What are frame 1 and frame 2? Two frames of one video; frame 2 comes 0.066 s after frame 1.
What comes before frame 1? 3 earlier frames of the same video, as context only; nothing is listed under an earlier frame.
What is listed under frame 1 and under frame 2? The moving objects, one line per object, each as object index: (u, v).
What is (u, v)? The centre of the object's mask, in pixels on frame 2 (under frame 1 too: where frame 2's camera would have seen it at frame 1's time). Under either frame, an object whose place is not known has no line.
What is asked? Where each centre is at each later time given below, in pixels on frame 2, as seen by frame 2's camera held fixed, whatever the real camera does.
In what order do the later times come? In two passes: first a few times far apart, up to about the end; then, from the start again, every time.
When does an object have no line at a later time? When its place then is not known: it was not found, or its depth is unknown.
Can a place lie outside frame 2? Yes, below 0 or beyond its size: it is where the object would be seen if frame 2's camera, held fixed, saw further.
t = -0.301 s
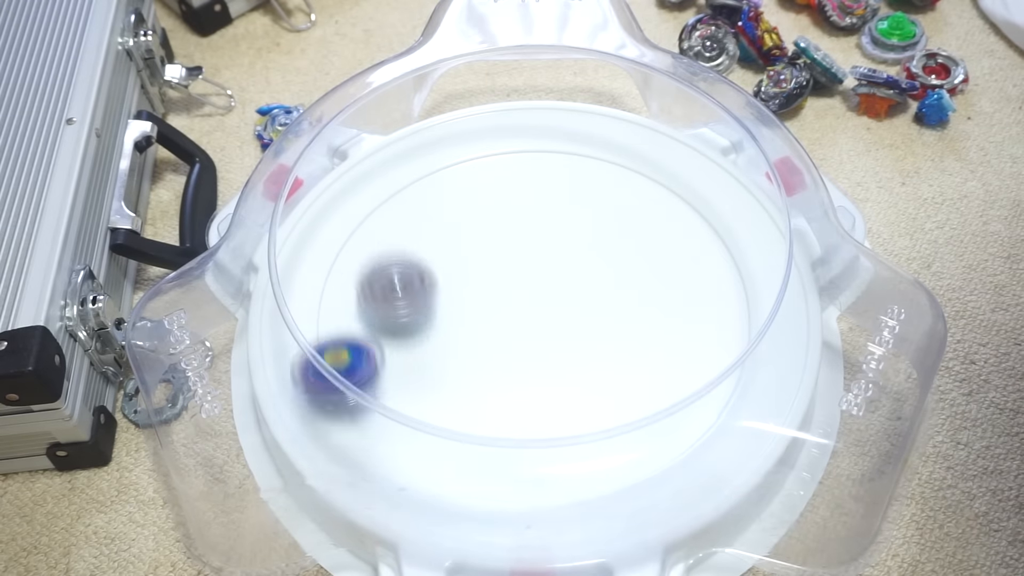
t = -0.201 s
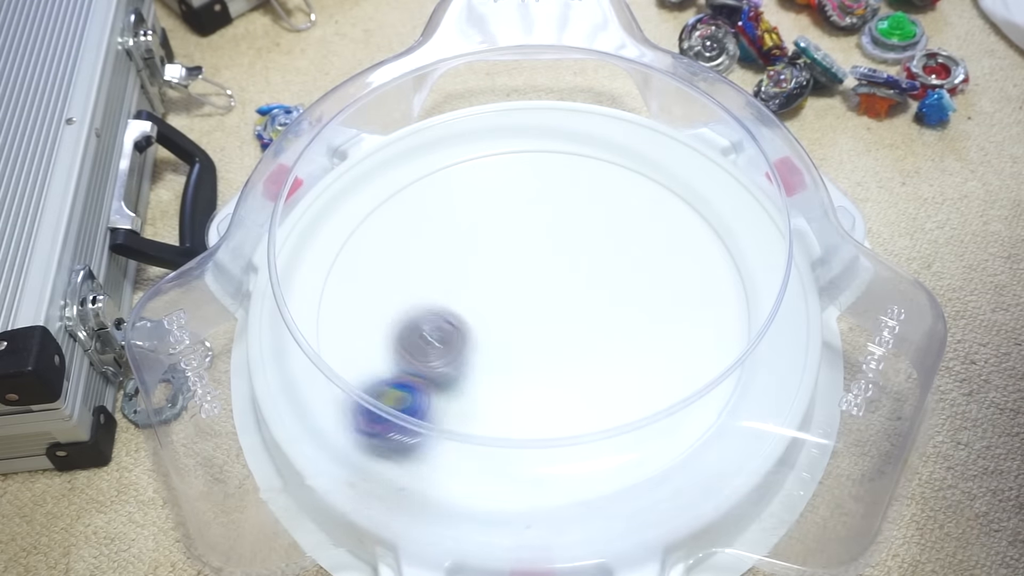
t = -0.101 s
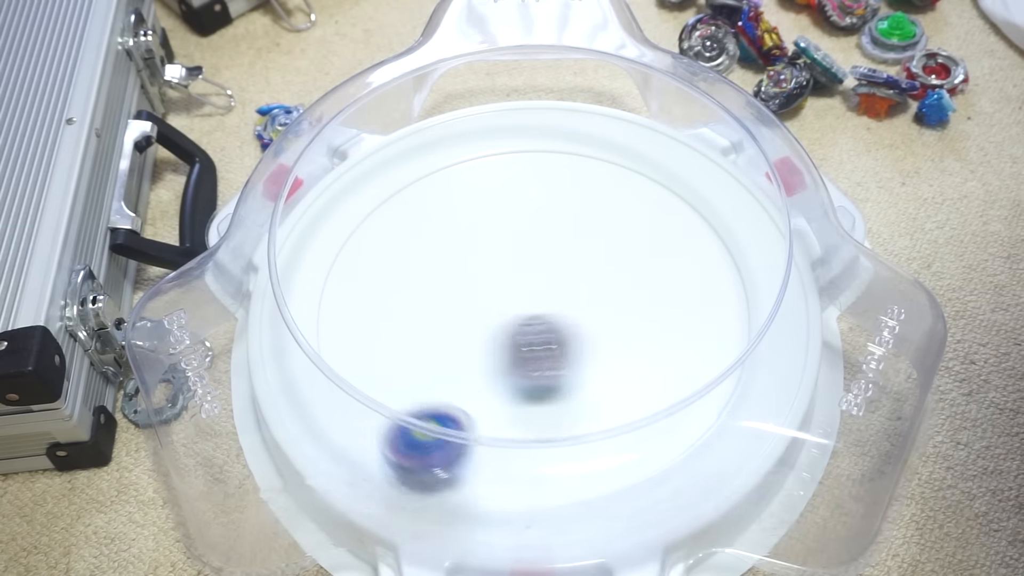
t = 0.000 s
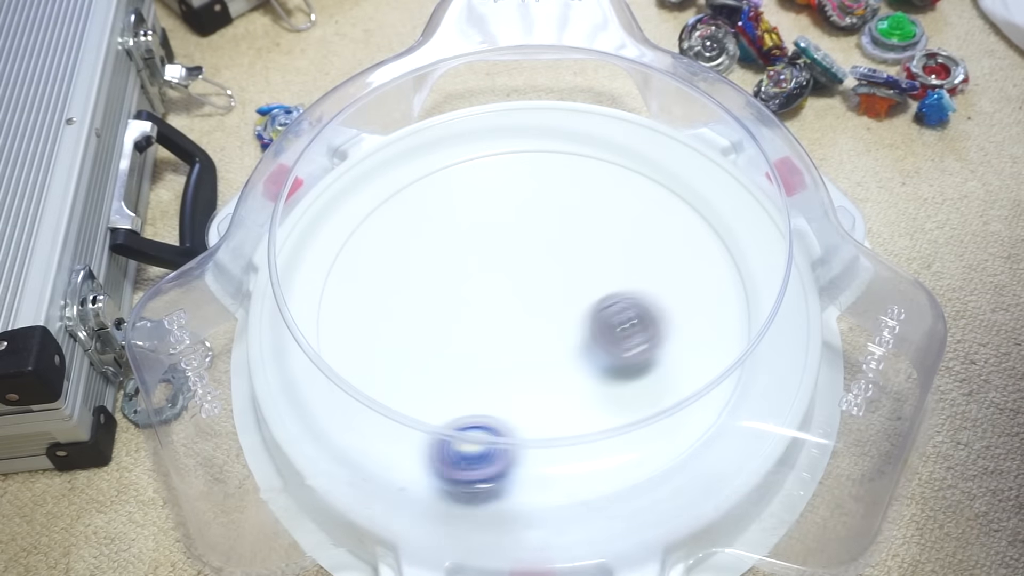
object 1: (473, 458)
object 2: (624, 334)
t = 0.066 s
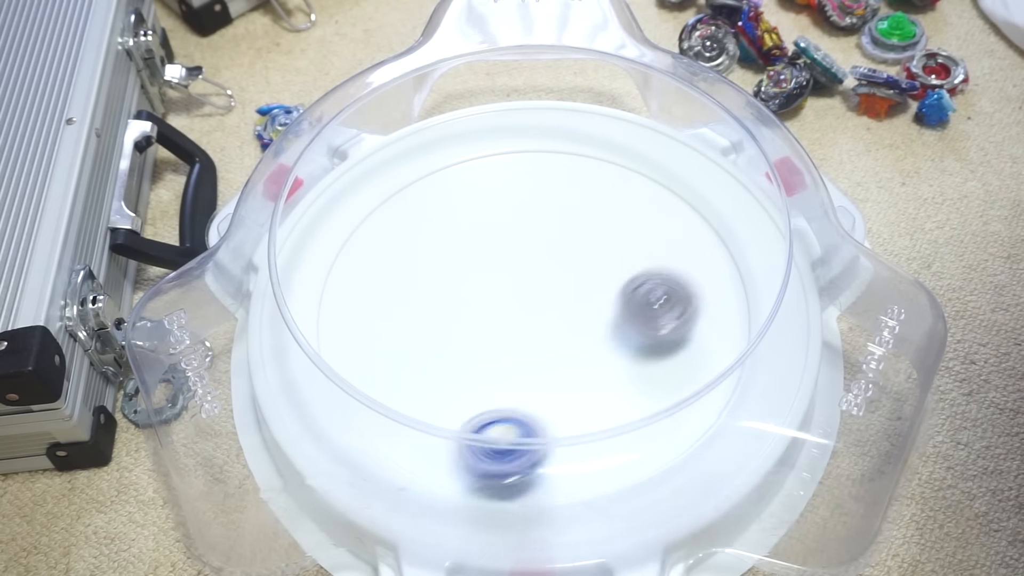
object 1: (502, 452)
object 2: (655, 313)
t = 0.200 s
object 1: (530, 403)
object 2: (666, 265)
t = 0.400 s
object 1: (486, 299)
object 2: (592, 223)
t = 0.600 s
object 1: (431, 212)
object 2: (523, 264)
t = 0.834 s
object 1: (420, 232)
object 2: (515, 325)
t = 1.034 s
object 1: (469, 300)
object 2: (535, 353)
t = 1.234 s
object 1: (490, 289)
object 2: (596, 366)
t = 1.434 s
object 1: (510, 247)
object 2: (606, 348)
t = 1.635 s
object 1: (513, 215)
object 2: (576, 320)
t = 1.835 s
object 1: (504, 220)
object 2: (517, 307)
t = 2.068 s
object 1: (512, 233)
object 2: (460, 323)
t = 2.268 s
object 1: (540, 248)
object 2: (446, 335)
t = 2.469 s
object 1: (578, 258)
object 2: (457, 334)
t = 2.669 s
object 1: (604, 255)
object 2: (479, 320)
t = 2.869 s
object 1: (608, 250)
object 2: (502, 294)
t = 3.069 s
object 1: (604, 253)
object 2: (518, 269)
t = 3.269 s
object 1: (613, 265)
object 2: (516, 250)
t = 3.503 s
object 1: (619, 278)
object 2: (519, 257)
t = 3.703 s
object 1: (620, 286)
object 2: (525, 272)
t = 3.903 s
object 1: (635, 285)
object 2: (517, 292)
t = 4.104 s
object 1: (630, 269)
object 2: (481, 316)
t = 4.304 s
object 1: (589, 271)
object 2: (460, 336)
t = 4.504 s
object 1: (559, 318)
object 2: (454, 348)
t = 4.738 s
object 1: (640, 324)
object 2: (451, 350)
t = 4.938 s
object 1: (621, 249)
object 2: (466, 339)
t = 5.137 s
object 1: (464, 239)
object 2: (485, 328)
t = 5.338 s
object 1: (382, 185)
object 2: (517, 396)
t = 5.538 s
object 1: (394, 288)
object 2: (565, 374)
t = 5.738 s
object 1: (533, 375)
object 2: (596, 328)
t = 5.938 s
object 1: (634, 337)
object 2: (602, 253)
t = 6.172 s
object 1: (651, 234)
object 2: (553, 189)
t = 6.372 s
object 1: (617, 264)
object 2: (458, 164)
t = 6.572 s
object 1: (545, 328)
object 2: (450, 228)
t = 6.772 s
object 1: (542, 372)
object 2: (493, 282)
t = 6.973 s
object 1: (602, 365)
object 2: (546, 308)
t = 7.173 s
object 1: (649, 326)
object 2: (560, 294)
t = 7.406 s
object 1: (619, 292)
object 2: (504, 281)
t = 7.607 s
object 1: (563, 326)
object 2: (450, 286)
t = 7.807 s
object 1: (582, 351)
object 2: (429, 294)
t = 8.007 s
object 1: (577, 305)
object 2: (437, 303)
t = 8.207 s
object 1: (558, 263)
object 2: (404, 315)
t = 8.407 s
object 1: (543, 248)
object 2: (409, 332)
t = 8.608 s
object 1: (545, 286)
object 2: (427, 340)
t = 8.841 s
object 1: (671, 240)
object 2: (406, 358)
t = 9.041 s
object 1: (653, 207)
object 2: (449, 345)
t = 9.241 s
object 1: (562, 263)
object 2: (490, 323)
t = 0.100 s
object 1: (513, 444)
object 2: (665, 301)
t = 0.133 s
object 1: (522, 433)
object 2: (670, 289)
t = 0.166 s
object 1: (528, 413)
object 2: (670, 277)
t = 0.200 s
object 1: (530, 403)
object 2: (666, 265)
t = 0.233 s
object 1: (528, 392)
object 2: (659, 253)
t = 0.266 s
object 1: (523, 375)
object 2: (650, 242)
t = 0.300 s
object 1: (516, 356)
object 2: (638, 233)
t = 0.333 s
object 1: (507, 338)
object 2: (625, 225)
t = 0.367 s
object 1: (497, 318)
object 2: (608, 222)
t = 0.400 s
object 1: (486, 299)
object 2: (592, 223)
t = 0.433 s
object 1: (476, 280)
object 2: (577, 226)
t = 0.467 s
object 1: (465, 263)
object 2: (563, 231)
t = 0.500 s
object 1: (457, 245)
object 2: (550, 237)
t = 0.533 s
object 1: (447, 232)
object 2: (539, 244)
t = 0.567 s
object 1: (439, 220)
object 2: (529, 253)
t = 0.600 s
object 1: (431, 212)
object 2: (523, 264)
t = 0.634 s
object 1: (426, 206)
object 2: (518, 274)
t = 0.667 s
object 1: (421, 204)
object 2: (516, 284)
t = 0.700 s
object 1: (418, 204)
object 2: (514, 294)
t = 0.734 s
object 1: (416, 208)
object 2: (513, 303)
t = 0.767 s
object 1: (415, 214)
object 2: (513, 311)
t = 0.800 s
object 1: (417, 222)
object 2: (514, 319)
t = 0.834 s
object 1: (420, 232)
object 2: (515, 325)
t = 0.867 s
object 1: (425, 243)
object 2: (517, 331)
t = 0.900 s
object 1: (432, 256)
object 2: (519, 337)
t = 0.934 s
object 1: (440, 269)
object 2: (522, 341)
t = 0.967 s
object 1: (449, 281)
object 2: (525, 345)
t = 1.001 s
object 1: (460, 293)
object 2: (529, 348)
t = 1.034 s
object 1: (469, 300)
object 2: (535, 353)
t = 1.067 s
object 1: (471, 301)
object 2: (549, 360)
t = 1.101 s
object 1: (474, 301)
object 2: (561, 364)
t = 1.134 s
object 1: (478, 299)
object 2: (572, 366)
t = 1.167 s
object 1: (482, 297)
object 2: (581, 367)
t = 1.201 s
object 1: (486, 294)
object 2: (589, 367)
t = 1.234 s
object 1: (490, 289)
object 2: (596, 366)
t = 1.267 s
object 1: (494, 283)
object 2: (601, 364)
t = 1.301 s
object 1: (498, 276)
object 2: (605, 361)
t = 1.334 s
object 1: (501, 269)
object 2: (607, 358)
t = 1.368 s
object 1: (504, 262)
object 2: (609, 354)
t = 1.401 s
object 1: (507, 254)
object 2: (607, 353)
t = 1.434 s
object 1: (510, 247)
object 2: (606, 348)
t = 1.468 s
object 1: (511, 240)
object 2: (604, 343)
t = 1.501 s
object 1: (512, 233)
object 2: (601, 338)
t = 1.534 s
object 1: (513, 227)
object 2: (596, 333)
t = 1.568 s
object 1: (514, 222)
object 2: (590, 328)
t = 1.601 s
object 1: (513, 218)
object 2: (584, 324)
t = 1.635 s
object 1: (513, 215)
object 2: (576, 320)
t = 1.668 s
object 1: (511, 213)
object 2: (567, 317)
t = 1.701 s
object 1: (510, 213)
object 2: (558, 314)
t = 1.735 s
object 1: (509, 213)
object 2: (548, 312)
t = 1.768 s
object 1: (507, 214)
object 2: (538, 310)
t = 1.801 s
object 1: (506, 216)
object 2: (528, 308)
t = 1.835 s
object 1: (504, 220)
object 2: (517, 307)
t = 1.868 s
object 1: (503, 224)
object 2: (507, 306)
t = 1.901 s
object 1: (503, 228)
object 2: (497, 306)
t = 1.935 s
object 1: (503, 228)
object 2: (487, 311)
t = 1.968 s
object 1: (505, 228)
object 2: (479, 314)
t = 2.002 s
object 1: (506, 229)
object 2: (472, 317)
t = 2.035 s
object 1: (509, 230)
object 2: (466, 320)
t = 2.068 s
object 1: (512, 233)
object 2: (460, 323)
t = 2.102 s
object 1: (515, 235)
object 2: (456, 325)
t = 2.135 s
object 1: (519, 237)
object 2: (452, 327)
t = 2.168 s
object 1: (524, 240)
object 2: (449, 330)
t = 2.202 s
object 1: (529, 243)
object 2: (447, 332)
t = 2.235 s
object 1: (534, 246)
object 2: (446, 334)
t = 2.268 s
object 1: (540, 248)
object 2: (446, 335)
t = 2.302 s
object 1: (546, 251)
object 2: (447, 336)
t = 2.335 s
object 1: (553, 253)
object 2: (448, 336)
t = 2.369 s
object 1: (559, 255)
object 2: (450, 336)
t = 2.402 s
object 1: (565, 257)
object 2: (451, 336)
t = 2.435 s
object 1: (572, 257)
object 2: (454, 335)
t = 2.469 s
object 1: (578, 258)
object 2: (457, 334)
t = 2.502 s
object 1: (584, 258)
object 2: (460, 333)
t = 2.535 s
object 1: (589, 258)
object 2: (463, 331)
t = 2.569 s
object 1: (594, 258)
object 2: (467, 329)
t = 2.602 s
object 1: (598, 257)
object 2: (471, 327)
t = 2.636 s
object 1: (601, 256)
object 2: (475, 323)
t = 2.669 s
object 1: (604, 255)
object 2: (479, 320)
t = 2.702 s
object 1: (606, 254)
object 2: (482, 316)
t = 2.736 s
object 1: (607, 253)
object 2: (486, 312)
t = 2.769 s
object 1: (608, 252)
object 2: (490, 308)
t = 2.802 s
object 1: (609, 251)
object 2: (494, 304)
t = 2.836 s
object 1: (609, 250)
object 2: (498, 299)
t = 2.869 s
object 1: (608, 250)
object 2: (502, 294)
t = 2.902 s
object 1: (608, 249)
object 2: (505, 290)
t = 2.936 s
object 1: (607, 249)
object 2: (509, 284)
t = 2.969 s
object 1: (606, 250)
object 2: (512, 281)
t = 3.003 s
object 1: (605, 251)
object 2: (514, 277)
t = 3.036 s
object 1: (605, 251)
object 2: (516, 273)
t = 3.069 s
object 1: (604, 253)
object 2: (518, 269)
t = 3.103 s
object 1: (605, 254)
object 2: (518, 264)
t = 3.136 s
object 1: (606, 257)
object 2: (518, 261)
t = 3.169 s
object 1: (608, 258)
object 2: (517, 258)
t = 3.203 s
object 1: (610, 260)
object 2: (517, 255)
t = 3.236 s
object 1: (611, 263)
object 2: (517, 252)
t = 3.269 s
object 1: (613, 265)
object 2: (516, 250)
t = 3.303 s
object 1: (614, 267)
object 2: (516, 249)
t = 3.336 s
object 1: (616, 269)
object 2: (516, 248)
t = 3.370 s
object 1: (617, 272)
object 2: (516, 249)
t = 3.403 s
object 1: (618, 274)
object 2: (516, 250)
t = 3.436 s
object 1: (619, 275)
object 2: (517, 252)
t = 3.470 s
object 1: (619, 277)
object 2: (518, 255)
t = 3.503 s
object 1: (619, 278)
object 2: (519, 257)
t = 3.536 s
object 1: (619, 280)
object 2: (521, 260)
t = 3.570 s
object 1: (618, 280)
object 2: (523, 263)
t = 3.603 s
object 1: (617, 281)
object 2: (525, 265)
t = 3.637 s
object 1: (615, 282)
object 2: (528, 269)
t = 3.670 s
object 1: (613, 282)
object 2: (530, 271)
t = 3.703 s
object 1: (620, 286)
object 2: (525, 272)
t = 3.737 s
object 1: (626, 287)
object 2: (520, 274)
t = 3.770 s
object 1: (632, 288)
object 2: (517, 276)
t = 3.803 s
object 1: (636, 289)
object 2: (516, 280)
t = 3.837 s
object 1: (638, 289)
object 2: (515, 284)
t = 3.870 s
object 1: (638, 287)
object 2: (516, 288)
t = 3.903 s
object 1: (635, 285)
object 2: (517, 292)
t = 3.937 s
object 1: (630, 283)
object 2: (519, 295)
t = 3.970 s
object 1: (622, 281)
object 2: (521, 299)
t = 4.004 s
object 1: (611, 279)
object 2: (523, 303)
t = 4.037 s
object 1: (616, 276)
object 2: (510, 307)
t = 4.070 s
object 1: (624, 273)
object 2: (494, 311)
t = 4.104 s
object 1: (630, 269)
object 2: (481, 316)
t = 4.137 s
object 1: (632, 267)
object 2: (472, 319)
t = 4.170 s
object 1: (629, 264)
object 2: (466, 323)
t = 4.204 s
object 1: (623, 263)
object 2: (462, 327)
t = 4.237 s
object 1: (614, 263)
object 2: (460, 330)
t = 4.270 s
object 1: (602, 266)
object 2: (459, 333)
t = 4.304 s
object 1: (589, 271)
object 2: (460, 336)
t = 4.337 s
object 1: (576, 277)
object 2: (461, 338)
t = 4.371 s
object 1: (565, 286)
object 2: (462, 340)
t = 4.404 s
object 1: (554, 295)
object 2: (465, 341)
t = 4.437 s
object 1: (547, 305)
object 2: (464, 343)
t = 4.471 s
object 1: (552, 313)
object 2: (458, 346)
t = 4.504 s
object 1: (559, 318)
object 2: (454, 348)
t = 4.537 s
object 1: (568, 326)
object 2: (451, 350)
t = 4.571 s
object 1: (578, 331)
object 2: (449, 350)
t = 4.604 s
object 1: (589, 334)
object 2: (449, 351)
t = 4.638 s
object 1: (602, 335)
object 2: (449, 351)
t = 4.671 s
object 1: (615, 334)
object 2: (450, 350)
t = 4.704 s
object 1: (628, 330)
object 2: (450, 350)
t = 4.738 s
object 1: (640, 324)
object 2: (451, 350)
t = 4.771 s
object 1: (650, 314)
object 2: (453, 349)
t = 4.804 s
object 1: (655, 302)
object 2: (455, 348)
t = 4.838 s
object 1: (654, 289)
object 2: (457, 347)
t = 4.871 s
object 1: (649, 274)
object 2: (460, 345)
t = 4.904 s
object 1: (637, 260)
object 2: (463, 342)
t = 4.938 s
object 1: (621, 249)
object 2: (466, 339)
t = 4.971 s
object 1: (600, 239)
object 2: (469, 336)
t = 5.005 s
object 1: (574, 233)
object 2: (473, 332)
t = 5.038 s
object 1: (546, 232)
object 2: (477, 328)
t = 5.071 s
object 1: (517, 234)
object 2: (480, 325)
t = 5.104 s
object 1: (487, 240)
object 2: (483, 321)
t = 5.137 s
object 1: (464, 239)
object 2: (485, 328)
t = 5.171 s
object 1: (445, 222)
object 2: (485, 351)
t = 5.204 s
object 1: (427, 207)
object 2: (488, 371)
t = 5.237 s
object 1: (413, 191)
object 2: (492, 384)
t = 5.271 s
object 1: (401, 183)
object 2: (499, 392)
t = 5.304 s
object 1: (390, 180)
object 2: (508, 395)
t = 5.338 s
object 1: (382, 185)
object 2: (517, 396)
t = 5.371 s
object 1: (379, 196)
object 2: (526, 396)
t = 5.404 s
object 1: (378, 210)
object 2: (535, 394)
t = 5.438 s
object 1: (380, 226)
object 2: (543, 390)
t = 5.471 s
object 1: (382, 244)
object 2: (551, 385)
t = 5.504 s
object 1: (387, 263)
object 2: (558, 380)
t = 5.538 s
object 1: (394, 288)
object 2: (565, 374)
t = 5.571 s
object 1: (405, 310)
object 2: (570, 368)
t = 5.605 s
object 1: (425, 334)
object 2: (575, 361)
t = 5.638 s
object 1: (449, 351)
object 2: (580, 354)
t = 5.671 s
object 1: (479, 363)
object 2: (584, 347)
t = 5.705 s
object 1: (509, 371)
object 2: (588, 339)
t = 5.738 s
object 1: (533, 375)
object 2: (596, 328)
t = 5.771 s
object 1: (553, 375)
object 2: (602, 317)
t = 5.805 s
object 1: (574, 366)
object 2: (605, 304)
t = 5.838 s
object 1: (593, 358)
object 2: (606, 292)
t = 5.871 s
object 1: (607, 355)
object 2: (606, 279)
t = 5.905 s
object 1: (621, 346)
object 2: (605, 264)
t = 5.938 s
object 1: (634, 337)
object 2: (602, 253)
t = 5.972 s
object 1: (645, 324)
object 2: (598, 242)
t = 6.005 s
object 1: (654, 308)
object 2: (594, 233)
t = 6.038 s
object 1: (659, 293)
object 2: (590, 225)
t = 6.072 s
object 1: (660, 272)
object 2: (586, 219)
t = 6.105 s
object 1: (655, 252)
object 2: (581, 213)
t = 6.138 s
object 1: (646, 235)
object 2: (574, 206)
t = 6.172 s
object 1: (651, 234)
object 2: (553, 189)
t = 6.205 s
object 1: (655, 237)
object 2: (532, 171)
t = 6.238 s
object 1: (654, 241)
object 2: (510, 160)
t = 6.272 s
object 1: (650, 247)
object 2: (492, 158)
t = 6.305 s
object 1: (640, 252)
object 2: (478, 156)
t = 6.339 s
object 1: (630, 258)
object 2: (466, 157)
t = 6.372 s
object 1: (617, 264)
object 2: (458, 164)
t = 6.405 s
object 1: (603, 272)
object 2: (452, 172)
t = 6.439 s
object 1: (588, 282)
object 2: (448, 181)
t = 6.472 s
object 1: (575, 294)
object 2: (446, 192)
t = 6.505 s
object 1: (563, 305)
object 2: (446, 204)
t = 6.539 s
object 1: (552, 317)
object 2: (447, 215)
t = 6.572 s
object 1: (545, 328)
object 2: (450, 228)
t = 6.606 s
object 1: (538, 338)
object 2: (455, 239)
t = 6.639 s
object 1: (535, 347)
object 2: (461, 249)
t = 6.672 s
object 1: (534, 356)
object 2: (468, 259)
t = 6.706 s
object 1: (534, 362)
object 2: (476, 268)
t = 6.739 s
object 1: (537, 367)
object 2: (485, 276)
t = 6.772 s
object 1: (542, 372)
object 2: (493, 282)
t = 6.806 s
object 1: (548, 375)
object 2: (502, 288)
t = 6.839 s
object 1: (557, 377)
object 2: (511, 293)
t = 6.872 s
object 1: (567, 377)
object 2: (520, 297)
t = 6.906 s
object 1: (579, 376)
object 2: (528, 301)
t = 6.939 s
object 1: (591, 372)
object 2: (537, 304)
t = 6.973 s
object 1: (602, 365)
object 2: (546, 308)
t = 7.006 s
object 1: (611, 356)
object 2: (553, 309)
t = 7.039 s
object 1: (625, 353)
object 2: (557, 306)
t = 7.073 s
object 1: (637, 349)
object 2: (558, 300)
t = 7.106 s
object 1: (646, 344)
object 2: (559, 295)
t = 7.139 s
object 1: (650, 337)
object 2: (559, 293)
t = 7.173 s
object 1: (649, 326)
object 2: (560, 294)
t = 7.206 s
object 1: (644, 315)
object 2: (560, 295)
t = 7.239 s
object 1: (649, 310)
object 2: (549, 289)
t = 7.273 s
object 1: (653, 306)
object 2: (536, 284)
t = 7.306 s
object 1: (651, 303)
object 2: (526, 280)
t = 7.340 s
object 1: (644, 299)
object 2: (517, 279)
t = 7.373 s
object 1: (634, 295)
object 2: (510, 279)
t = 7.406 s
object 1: (619, 292)
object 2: (504, 281)
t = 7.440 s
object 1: (601, 291)
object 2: (500, 283)
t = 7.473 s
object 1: (583, 292)
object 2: (495, 285)
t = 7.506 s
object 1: (573, 300)
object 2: (480, 284)
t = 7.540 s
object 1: (569, 309)
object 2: (467, 284)
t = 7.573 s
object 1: (565, 316)
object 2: (458, 284)
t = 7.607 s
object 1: (563, 326)
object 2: (450, 286)
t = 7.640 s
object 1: (562, 336)
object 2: (445, 287)
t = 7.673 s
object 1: (563, 341)
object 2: (440, 288)
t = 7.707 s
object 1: (566, 346)
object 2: (436, 290)
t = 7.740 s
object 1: (570, 351)
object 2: (433, 291)
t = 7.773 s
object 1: (576, 352)
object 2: (431, 293)
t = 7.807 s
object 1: (582, 351)
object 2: (429, 294)
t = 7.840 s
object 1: (588, 348)
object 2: (429, 295)
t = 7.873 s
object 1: (592, 342)
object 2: (429, 297)
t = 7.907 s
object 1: (594, 333)
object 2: (430, 298)
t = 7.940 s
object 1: (592, 324)
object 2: (431, 300)
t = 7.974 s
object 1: (586, 314)
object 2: (434, 301)
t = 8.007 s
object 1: (577, 305)
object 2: (437, 303)
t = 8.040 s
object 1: (564, 295)
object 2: (441, 305)
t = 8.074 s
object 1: (549, 289)
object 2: (445, 306)
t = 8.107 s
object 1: (534, 283)
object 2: (448, 307)
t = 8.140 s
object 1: (540, 276)
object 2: (429, 310)
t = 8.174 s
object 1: (550, 270)
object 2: (413, 312)
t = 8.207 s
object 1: (558, 263)
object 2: (404, 315)
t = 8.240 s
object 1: (562, 258)
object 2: (400, 319)
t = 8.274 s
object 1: (563, 253)
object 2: (399, 322)
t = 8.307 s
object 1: (561, 249)
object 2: (399, 325)
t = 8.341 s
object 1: (557, 247)
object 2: (401, 327)
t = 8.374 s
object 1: (551, 246)
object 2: (405, 330)
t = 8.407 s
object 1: (543, 248)
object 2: (409, 332)
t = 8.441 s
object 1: (537, 251)
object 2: (415, 333)
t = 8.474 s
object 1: (529, 256)
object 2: (422, 333)
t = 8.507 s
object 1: (523, 266)
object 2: (430, 334)
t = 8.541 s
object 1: (519, 274)
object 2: (438, 334)
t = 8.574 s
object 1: (519, 285)
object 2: (445, 333)
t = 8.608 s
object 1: (545, 286)
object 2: (427, 340)
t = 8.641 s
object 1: (575, 283)
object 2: (412, 345)
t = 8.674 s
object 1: (602, 276)
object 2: (404, 349)
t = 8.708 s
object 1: (623, 270)
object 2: (400, 352)
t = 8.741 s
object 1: (640, 264)
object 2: (399, 355)
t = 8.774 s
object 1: (654, 256)
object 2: (400, 357)
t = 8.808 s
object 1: (664, 248)
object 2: (402, 358)
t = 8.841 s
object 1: (671, 240)
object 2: (406, 358)
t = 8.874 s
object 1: (676, 232)
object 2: (411, 358)
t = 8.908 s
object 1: (678, 226)
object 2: (418, 357)
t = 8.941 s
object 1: (676, 218)
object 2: (425, 354)
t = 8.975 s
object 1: (673, 213)
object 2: (433, 352)
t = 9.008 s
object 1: (665, 209)
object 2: (441, 349)
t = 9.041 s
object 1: (653, 207)
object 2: (449, 345)
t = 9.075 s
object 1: (637, 208)
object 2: (457, 341)
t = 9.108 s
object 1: (621, 214)
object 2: (465, 337)
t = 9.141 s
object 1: (603, 224)
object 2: (473, 333)
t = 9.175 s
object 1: (585, 236)
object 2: (480, 329)
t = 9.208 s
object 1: (570, 250)
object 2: (489, 325)
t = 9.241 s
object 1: (562, 263)
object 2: (490, 323)
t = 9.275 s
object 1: (590, 255)
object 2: (452, 338)
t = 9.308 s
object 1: (618, 243)
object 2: (415, 354)
